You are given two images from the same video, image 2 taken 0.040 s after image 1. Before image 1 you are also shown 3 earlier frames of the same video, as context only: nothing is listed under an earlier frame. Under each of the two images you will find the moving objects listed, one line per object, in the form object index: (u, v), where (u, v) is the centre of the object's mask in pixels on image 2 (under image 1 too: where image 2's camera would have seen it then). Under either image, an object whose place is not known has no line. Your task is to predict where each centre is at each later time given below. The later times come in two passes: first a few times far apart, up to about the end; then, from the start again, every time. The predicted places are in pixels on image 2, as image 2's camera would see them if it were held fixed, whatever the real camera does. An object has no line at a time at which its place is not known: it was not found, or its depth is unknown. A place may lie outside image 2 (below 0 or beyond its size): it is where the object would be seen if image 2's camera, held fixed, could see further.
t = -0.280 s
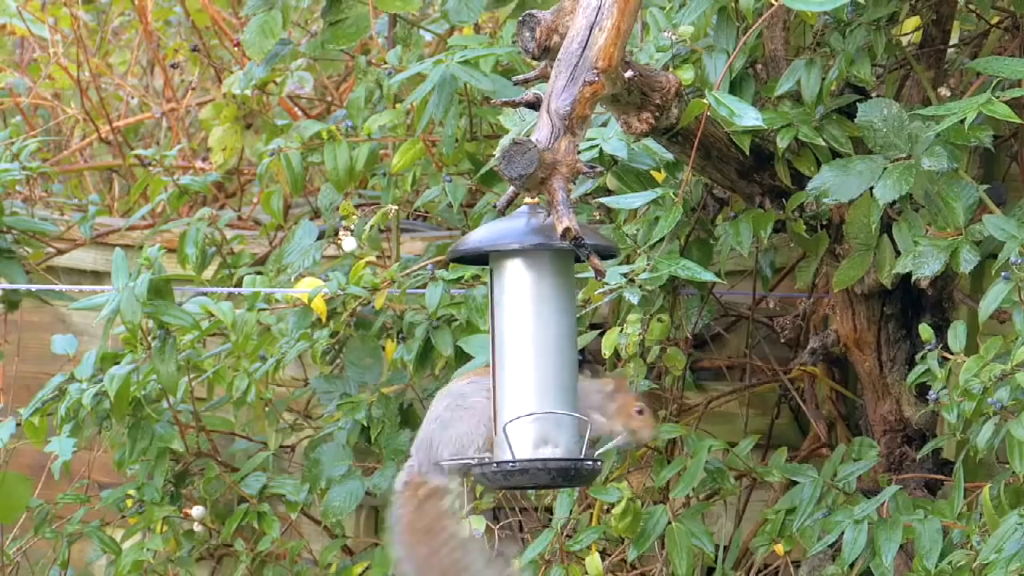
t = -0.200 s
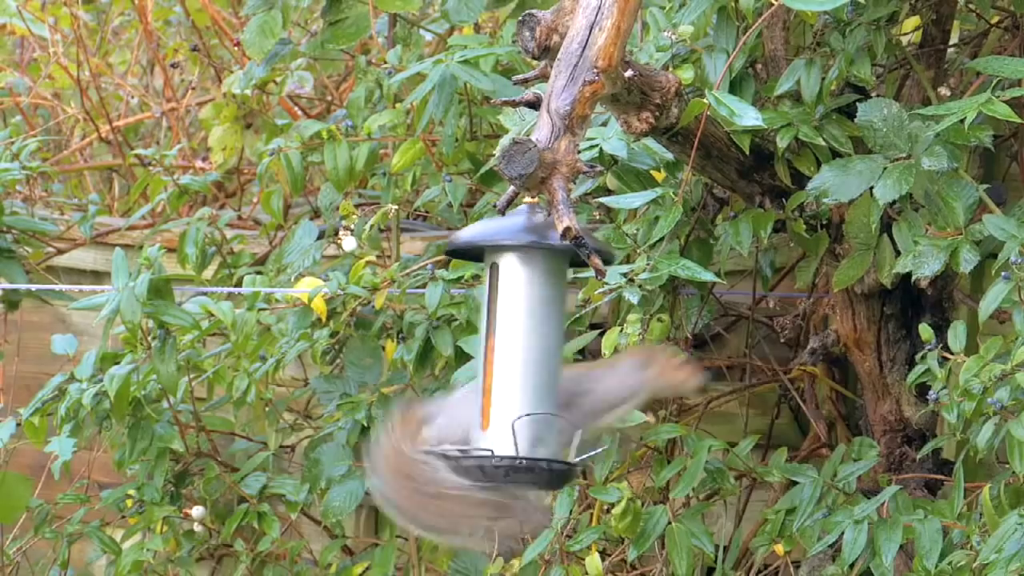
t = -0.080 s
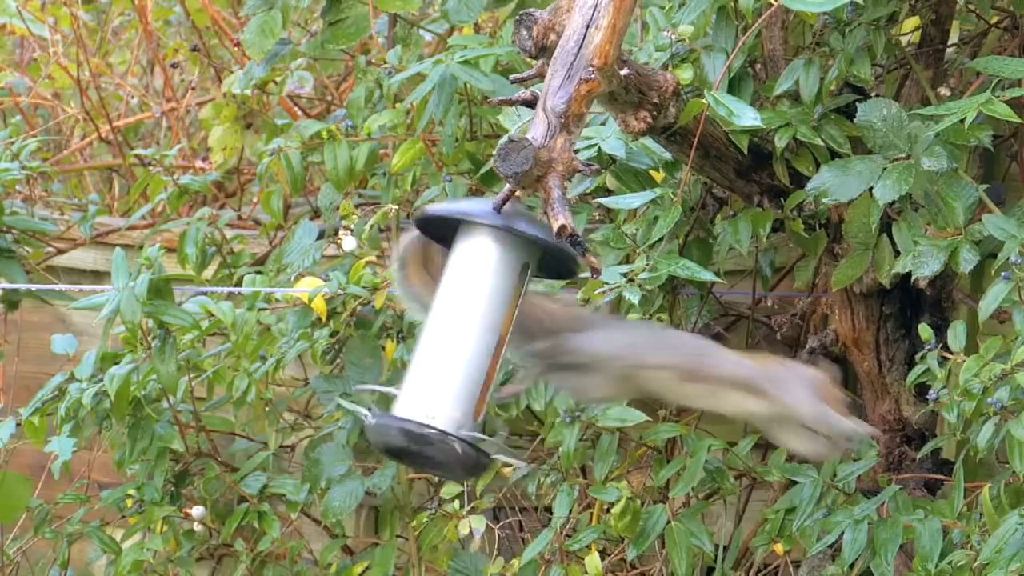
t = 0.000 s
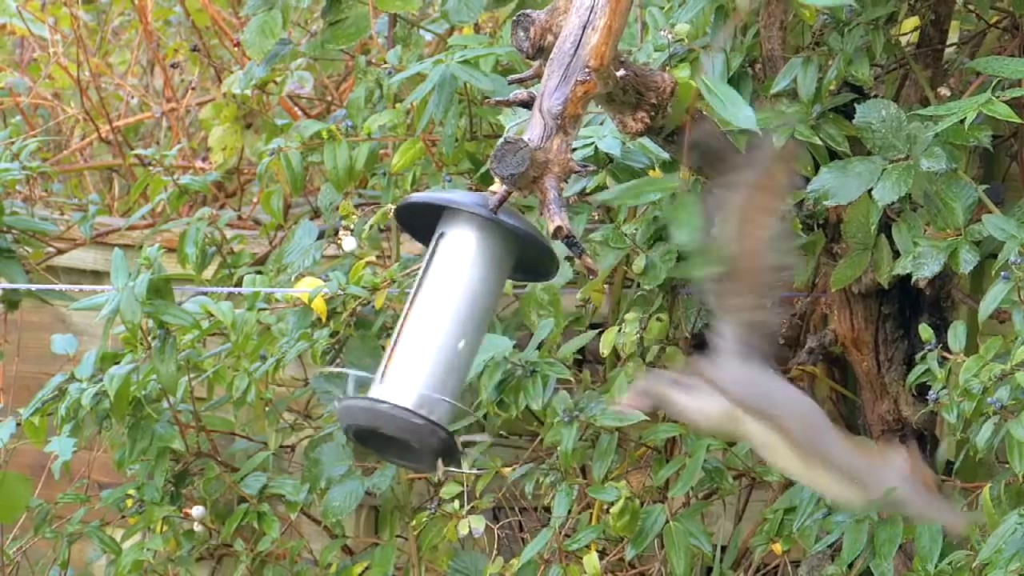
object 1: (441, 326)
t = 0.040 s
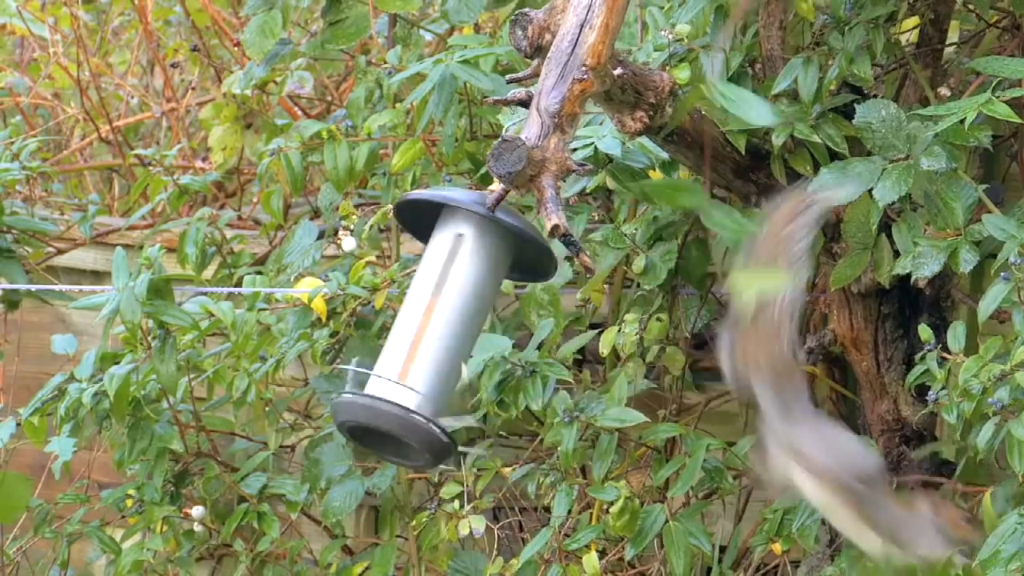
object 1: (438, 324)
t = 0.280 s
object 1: (494, 349)
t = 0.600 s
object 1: (601, 340)
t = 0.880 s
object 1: (527, 357)
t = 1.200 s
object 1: (472, 339)
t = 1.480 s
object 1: (539, 355)
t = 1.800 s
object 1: (561, 359)
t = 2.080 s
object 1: (496, 344)
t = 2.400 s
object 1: (507, 351)
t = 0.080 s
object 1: (439, 327)
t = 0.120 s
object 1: (441, 331)
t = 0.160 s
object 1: (451, 334)
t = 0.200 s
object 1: (462, 340)
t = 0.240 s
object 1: (477, 344)
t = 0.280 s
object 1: (494, 349)
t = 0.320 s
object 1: (511, 353)
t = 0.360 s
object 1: (527, 356)
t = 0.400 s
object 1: (546, 357)
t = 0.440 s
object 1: (563, 355)
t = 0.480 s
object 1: (580, 354)
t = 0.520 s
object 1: (588, 351)
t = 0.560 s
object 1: (596, 350)
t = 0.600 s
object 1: (601, 340)
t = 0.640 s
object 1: (601, 342)
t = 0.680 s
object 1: (599, 346)
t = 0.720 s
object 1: (587, 366)
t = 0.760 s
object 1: (574, 364)
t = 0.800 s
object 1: (559, 359)
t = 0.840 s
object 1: (544, 357)
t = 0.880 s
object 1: (527, 357)
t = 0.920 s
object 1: (514, 353)
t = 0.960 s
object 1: (498, 346)
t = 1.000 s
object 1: (487, 342)
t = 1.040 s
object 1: (478, 339)
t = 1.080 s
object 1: (472, 334)
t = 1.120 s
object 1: (470, 334)
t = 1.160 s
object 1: (470, 334)
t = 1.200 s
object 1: (472, 339)
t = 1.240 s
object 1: (474, 343)
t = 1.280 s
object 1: (482, 348)
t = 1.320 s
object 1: (493, 348)
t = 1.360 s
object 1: (505, 353)
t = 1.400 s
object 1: (516, 358)
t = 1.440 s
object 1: (528, 357)
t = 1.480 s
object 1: (539, 355)
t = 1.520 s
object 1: (546, 356)
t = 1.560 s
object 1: (556, 355)
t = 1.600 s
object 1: (562, 353)
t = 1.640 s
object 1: (567, 352)
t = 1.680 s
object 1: (569, 354)
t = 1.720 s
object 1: (571, 356)
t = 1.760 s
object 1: (568, 358)
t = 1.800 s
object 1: (561, 359)
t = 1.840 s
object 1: (554, 360)
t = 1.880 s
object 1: (545, 360)
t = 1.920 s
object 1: (534, 357)
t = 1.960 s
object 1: (523, 355)
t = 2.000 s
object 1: (513, 352)
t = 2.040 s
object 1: (503, 347)
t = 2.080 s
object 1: (496, 344)
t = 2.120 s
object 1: (490, 340)
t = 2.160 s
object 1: (487, 338)
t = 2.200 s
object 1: (486, 338)
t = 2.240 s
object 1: (486, 339)
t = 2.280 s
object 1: (488, 342)
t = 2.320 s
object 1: (492, 346)
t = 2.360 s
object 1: (499, 350)
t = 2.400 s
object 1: (507, 351)
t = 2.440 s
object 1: (516, 354)
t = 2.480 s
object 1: (525, 356)
